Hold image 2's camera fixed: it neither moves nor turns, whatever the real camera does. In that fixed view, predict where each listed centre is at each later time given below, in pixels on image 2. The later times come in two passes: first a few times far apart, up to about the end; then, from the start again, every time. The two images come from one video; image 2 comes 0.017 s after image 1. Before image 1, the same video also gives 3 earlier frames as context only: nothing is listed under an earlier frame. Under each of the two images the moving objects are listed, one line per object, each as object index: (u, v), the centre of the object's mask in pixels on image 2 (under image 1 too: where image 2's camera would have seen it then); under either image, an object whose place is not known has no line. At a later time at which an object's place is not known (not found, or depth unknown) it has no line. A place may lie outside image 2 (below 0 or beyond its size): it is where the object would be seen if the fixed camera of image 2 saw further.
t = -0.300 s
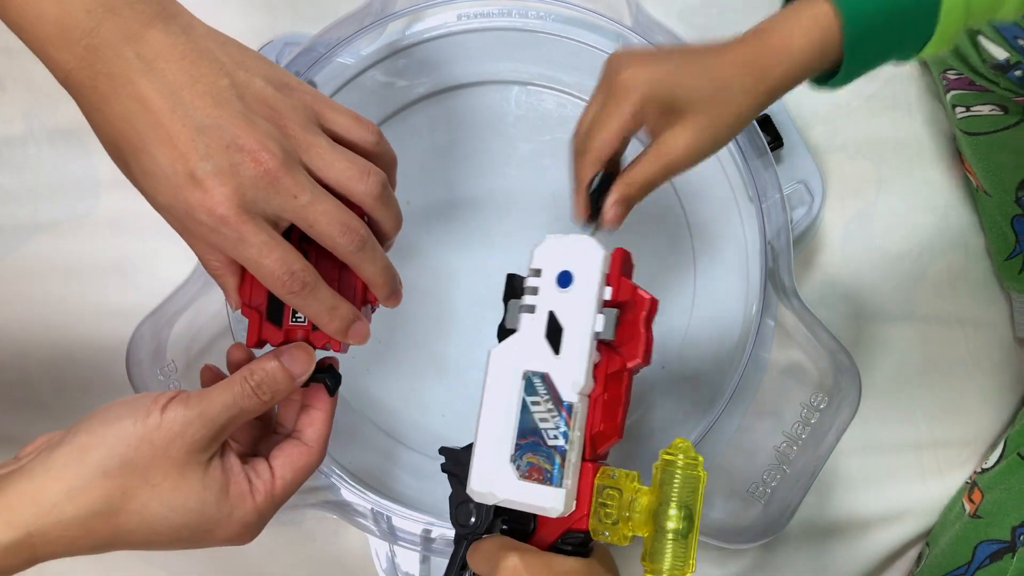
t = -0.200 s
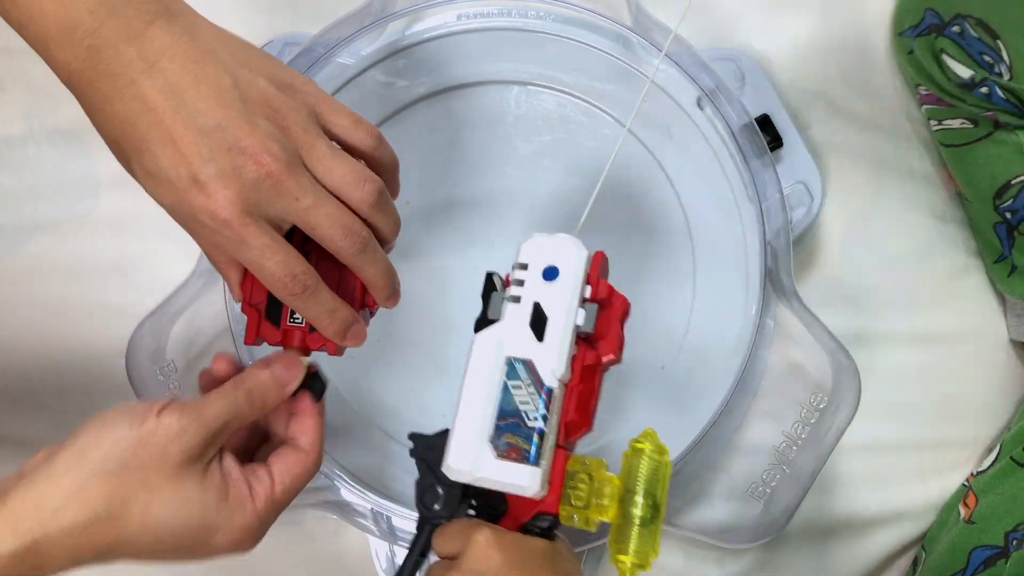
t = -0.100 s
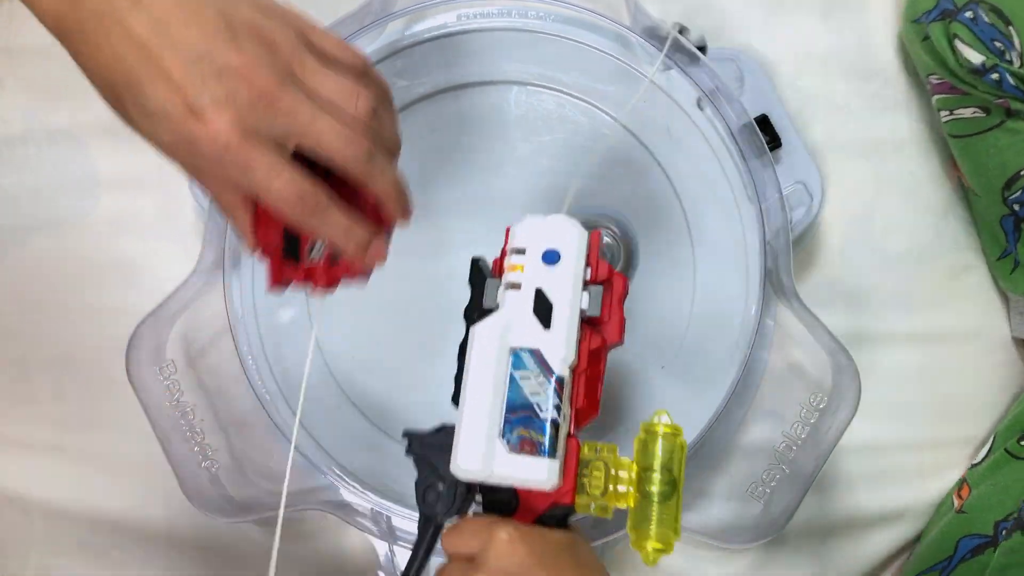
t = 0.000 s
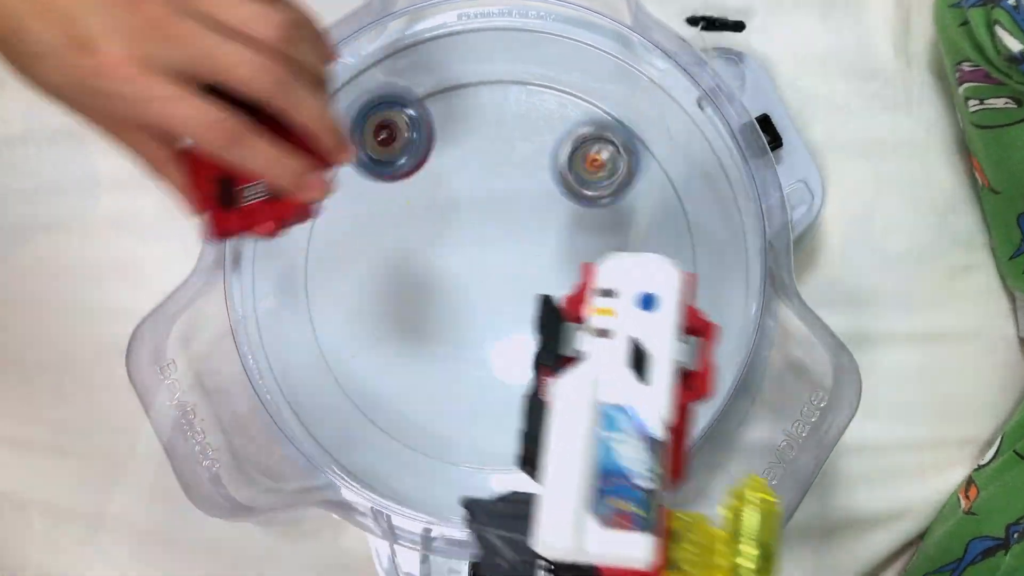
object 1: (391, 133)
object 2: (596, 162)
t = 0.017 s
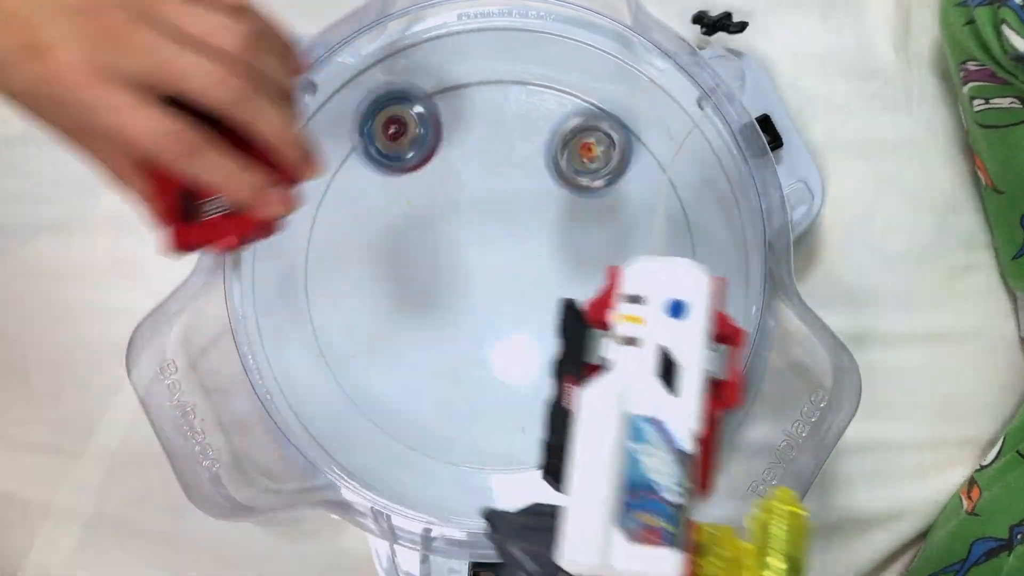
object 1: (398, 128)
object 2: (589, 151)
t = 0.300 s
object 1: (321, 240)
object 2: (624, 150)
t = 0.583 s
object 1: (369, 371)
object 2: (476, 319)
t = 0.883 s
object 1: (306, 371)
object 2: (695, 206)
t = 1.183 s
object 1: (359, 309)
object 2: (569, 95)
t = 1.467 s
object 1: (358, 340)
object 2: (466, 252)
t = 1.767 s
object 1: (506, 318)
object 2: (606, 414)
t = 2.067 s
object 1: (505, 161)
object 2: (608, 234)
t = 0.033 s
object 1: (408, 125)
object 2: (583, 141)
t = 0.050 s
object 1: (418, 123)
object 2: (576, 133)
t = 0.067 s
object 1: (426, 123)
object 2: (567, 126)
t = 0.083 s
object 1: (434, 126)
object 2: (556, 120)
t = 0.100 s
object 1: (442, 130)
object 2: (544, 116)
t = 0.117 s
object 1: (449, 136)
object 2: (534, 113)
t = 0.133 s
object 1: (436, 143)
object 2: (546, 109)
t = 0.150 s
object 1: (421, 150)
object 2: (560, 106)
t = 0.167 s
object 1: (404, 159)
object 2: (572, 106)
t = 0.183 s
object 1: (388, 169)
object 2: (582, 108)
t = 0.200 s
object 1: (375, 179)
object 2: (591, 110)
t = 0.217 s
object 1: (362, 191)
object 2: (601, 114)
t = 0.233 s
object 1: (352, 201)
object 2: (610, 120)
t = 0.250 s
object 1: (342, 211)
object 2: (616, 126)
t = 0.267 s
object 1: (334, 220)
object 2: (619, 133)
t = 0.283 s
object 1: (327, 229)
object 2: (622, 141)
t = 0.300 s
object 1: (321, 240)
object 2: (624, 150)
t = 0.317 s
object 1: (317, 250)
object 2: (625, 159)
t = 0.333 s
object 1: (313, 260)
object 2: (622, 169)
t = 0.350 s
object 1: (310, 269)
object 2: (620, 179)
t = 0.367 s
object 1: (308, 278)
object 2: (613, 190)
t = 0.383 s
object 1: (307, 288)
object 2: (606, 202)
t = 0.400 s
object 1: (307, 297)
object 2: (598, 212)
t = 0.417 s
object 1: (307, 306)
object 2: (589, 222)
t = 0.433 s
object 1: (310, 314)
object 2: (578, 232)
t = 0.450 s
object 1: (315, 322)
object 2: (565, 242)
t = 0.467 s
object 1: (320, 330)
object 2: (553, 252)
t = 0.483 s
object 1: (326, 337)
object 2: (541, 260)
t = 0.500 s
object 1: (332, 345)
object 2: (530, 270)
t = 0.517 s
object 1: (340, 351)
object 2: (519, 279)
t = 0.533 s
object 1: (347, 357)
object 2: (508, 289)
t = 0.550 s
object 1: (354, 362)
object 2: (496, 299)
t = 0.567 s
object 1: (361, 366)
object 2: (486, 309)
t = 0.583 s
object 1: (369, 371)
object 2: (476, 319)
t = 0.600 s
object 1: (377, 374)
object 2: (467, 329)
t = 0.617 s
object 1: (384, 378)
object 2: (461, 338)
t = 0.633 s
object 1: (364, 387)
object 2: (485, 339)
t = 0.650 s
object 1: (347, 394)
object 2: (508, 334)
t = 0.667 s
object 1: (334, 397)
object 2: (537, 334)
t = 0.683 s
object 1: (322, 400)
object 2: (564, 330)
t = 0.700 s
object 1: (313, 401)
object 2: (588, 326)
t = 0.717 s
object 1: (306, 400)
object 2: (611, 322)
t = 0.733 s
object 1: (303, 398)
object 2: (635, 312)
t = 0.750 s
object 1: (300, 394)
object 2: (658, 303)
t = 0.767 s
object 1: (300, 391)
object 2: (678, 294)
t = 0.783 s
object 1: (300, 388)
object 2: (697, 283)
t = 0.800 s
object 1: (301, 385)
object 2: (699, 268)
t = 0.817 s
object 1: (301, 383)
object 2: (699, 255)
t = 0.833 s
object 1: (301, 381)
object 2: (699, 242)
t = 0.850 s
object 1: (303, 380)
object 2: (698, 229)
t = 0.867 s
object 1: (305, 376)
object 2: (696, 218)
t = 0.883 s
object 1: (306, 371)
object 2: (695, 206)
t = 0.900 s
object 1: (309, 369)
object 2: (694, 194)
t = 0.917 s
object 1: (312, 368)
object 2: (692, 182)
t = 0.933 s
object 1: (313, 366)
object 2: (690, 171)
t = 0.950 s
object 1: (316, 364)
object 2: (687, 161)
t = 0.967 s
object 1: (318, 361)
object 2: (685, 151)
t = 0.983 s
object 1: (319, 360)
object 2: (681, 141)
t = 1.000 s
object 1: (321, 360)
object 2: (676, 131)
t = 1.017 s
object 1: (321, 356)
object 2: (671, 123)
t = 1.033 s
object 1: (321, 355)
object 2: (666, 116)
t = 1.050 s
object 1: (322, 351)
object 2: (659, 109)
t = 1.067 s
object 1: (323, 347)
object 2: (652, 104)
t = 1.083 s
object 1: (324, 344)
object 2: (642, 100)
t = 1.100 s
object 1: (328, 339)
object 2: (631, 96)
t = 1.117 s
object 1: (334, 334)
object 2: (620, 93)
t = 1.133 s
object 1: (341, 328)
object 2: (609, 90)
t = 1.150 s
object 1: (346, 321)
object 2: (596, 91)
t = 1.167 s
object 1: (352, 314)
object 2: (584, 92)
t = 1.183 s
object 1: (359, 309)
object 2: (569, 95)
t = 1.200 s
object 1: (366, 303)
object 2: (555, 99)
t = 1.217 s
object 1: (373, 296)
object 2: (540, 107)
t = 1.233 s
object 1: (379, 290)
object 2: (525, 115)
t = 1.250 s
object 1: (386, 283)
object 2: (510, 125)
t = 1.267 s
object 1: (392, 277)
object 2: (494, 138)
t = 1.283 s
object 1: (396, 271)
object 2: (480, 151)
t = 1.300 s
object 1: (401, 265)
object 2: (465, 166)
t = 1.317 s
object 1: (406, 262)
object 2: (453, 182)
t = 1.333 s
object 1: (400, 265)
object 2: (448, 191)
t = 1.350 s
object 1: (391, 277)
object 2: (449, 195)
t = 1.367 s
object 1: (381, 286)
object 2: (451, 200)
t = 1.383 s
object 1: (373, 299)
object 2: (452, 206)
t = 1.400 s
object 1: (366, 309)
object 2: (454, 214)
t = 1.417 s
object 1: (361, 319)
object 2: (456, 222)
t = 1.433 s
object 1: (358, 325)
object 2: (458, 231)
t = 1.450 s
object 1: (358, 333)
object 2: (462, 241)
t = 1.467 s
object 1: (358, 340)
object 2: (466, 252)
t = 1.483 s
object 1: (361, 346)
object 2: (470, 263)
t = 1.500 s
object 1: (365, 354)
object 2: (475, 274)
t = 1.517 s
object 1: (369, 359)
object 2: (480, 286)
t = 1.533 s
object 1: (376, 363)
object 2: (486, 298)
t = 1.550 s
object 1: (384, 368)
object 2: (493, 311)
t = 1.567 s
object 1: (391, 372)
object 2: (501, 324)
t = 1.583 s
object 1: (401, 374)
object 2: (508, 336)
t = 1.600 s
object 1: (412, 375)
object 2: (515, 347)
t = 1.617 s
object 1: (423, 374)
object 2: (523, 359)
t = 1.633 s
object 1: (433, 372)
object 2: (531, 369)
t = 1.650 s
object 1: (444, 367)
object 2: (540, 379)
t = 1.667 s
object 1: (454, 362)
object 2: (550, 388)
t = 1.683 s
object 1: (464, 358)
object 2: (559, 395)
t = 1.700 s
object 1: (474, 352)
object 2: (568, 400)
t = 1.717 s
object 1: (483, 345)
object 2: (578, 406)
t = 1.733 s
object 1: (492, 336)
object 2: (587, 410)
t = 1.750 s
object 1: (500, 327)
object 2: (597, 413)
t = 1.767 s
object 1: (506, 318)
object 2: (606, 414)
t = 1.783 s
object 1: (512, 311)
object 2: (615, 414)
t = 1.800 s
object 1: (517, 301)
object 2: (623, 411)
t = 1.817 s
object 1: (522, 290)
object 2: (630, 407)
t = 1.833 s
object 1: (526, 279)
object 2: (634, 400)
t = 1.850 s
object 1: (528, 270)
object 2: (636, 390)
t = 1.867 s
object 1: (530, 261)
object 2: (638, 378)
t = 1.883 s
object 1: (531, 253)
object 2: (639, 366)
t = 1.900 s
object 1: (532, 243)
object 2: (640, 354)
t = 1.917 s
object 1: (533, 232)
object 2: (641, 341)
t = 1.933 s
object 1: (531, 223)
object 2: (641, 328)
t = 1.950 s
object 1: (530, 214)
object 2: (641, 316)
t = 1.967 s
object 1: (529, 206)
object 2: (640, 303)
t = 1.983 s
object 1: (526, 197)
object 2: (639, 291)
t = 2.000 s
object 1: (523, 188)
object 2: (635, 279)
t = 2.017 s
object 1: (519, 180)
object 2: (631, 267)
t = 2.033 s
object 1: (514, 175)
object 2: (624, 256)
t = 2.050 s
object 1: (511, 168)
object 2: (617, 245)
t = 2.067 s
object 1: (505, 161)
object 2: (608, 234)
